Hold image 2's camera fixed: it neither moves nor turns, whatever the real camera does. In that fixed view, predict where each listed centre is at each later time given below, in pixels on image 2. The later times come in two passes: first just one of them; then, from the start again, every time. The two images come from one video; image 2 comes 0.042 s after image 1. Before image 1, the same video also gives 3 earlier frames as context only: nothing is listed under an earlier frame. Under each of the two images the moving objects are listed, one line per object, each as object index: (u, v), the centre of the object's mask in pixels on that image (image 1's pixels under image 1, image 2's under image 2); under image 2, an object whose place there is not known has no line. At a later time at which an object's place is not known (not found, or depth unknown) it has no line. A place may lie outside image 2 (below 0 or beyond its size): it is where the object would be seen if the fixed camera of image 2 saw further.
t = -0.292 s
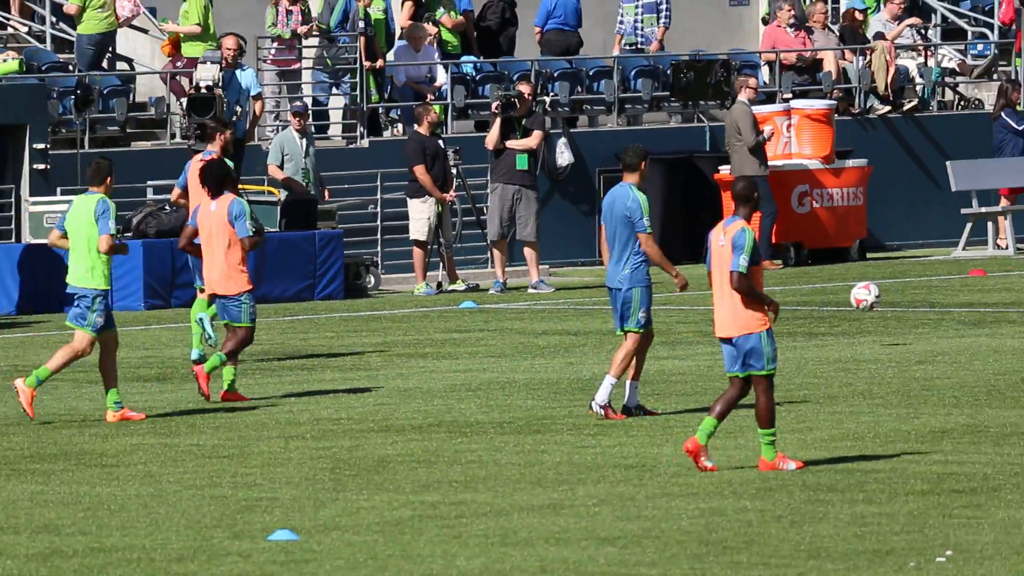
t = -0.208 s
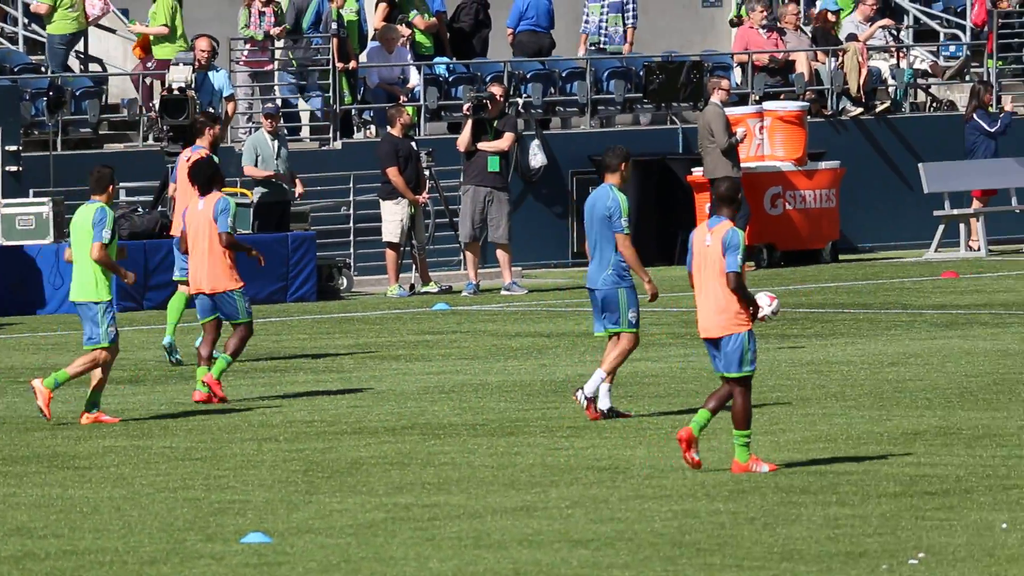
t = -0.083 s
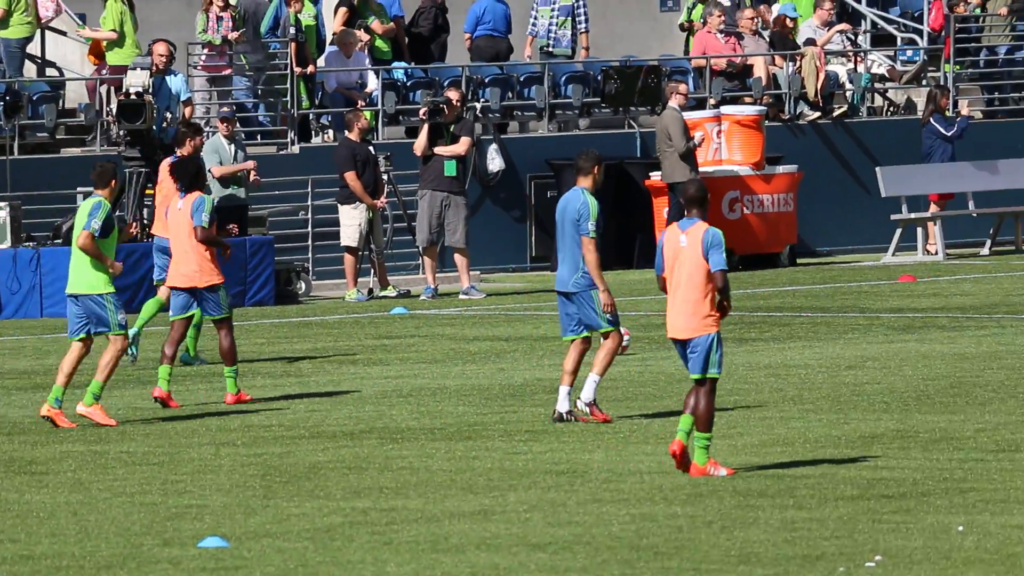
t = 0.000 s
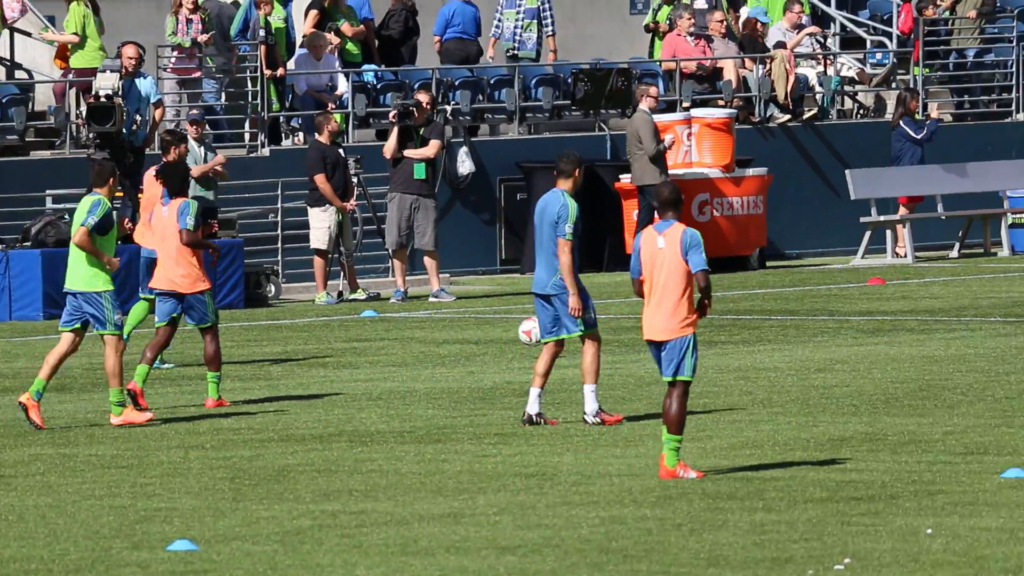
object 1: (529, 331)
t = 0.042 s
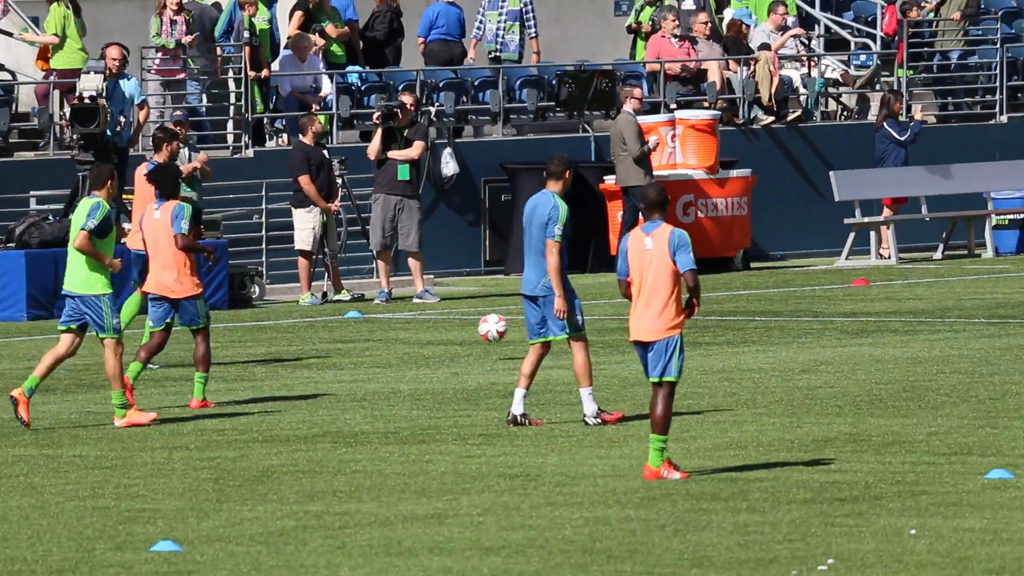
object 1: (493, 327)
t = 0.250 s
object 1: (370, 337)
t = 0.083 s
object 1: (467, 325)
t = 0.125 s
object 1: (443, 325)
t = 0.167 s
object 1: (419, 326)
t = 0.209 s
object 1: (394, 331)
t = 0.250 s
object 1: (370, 337)
